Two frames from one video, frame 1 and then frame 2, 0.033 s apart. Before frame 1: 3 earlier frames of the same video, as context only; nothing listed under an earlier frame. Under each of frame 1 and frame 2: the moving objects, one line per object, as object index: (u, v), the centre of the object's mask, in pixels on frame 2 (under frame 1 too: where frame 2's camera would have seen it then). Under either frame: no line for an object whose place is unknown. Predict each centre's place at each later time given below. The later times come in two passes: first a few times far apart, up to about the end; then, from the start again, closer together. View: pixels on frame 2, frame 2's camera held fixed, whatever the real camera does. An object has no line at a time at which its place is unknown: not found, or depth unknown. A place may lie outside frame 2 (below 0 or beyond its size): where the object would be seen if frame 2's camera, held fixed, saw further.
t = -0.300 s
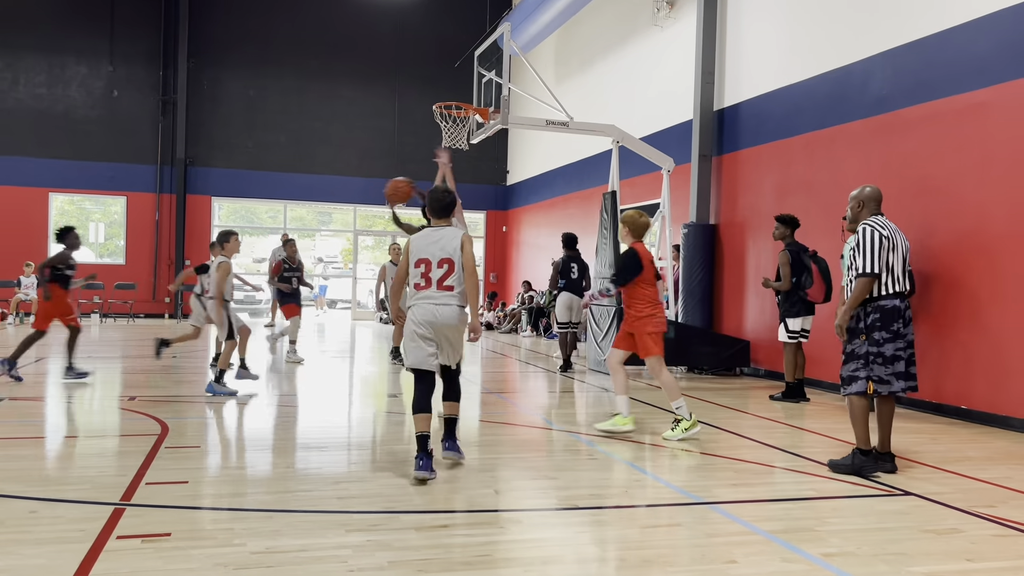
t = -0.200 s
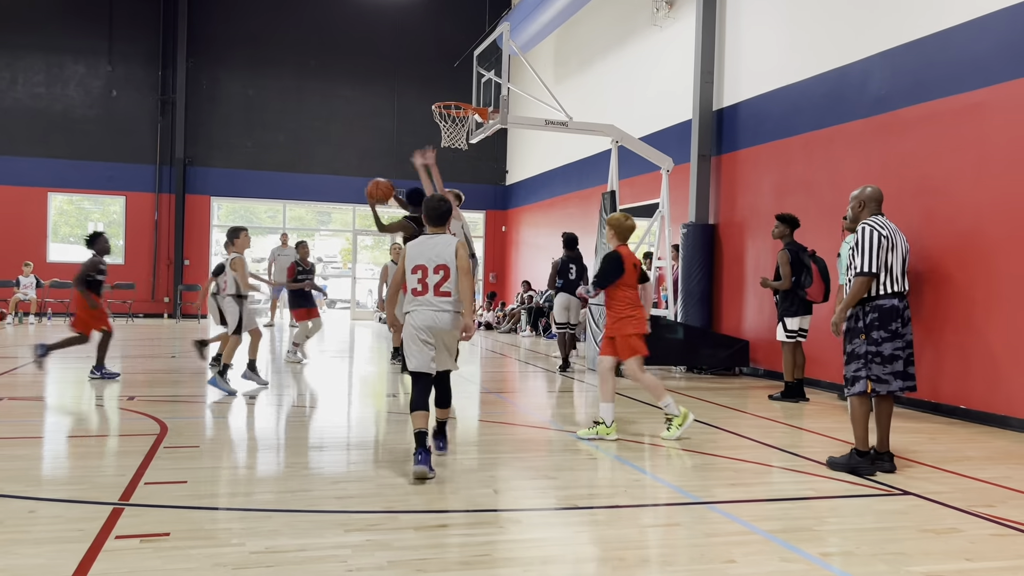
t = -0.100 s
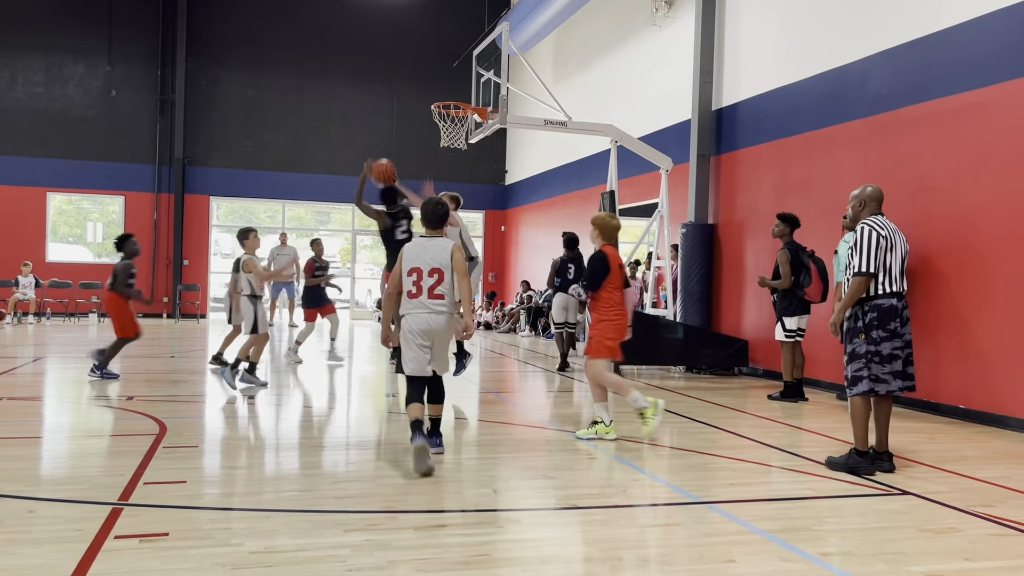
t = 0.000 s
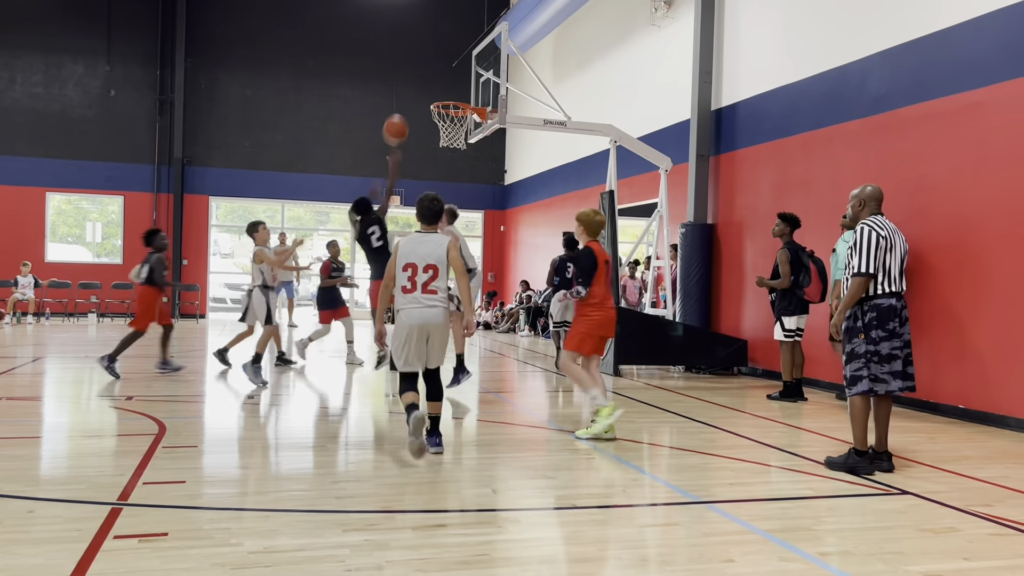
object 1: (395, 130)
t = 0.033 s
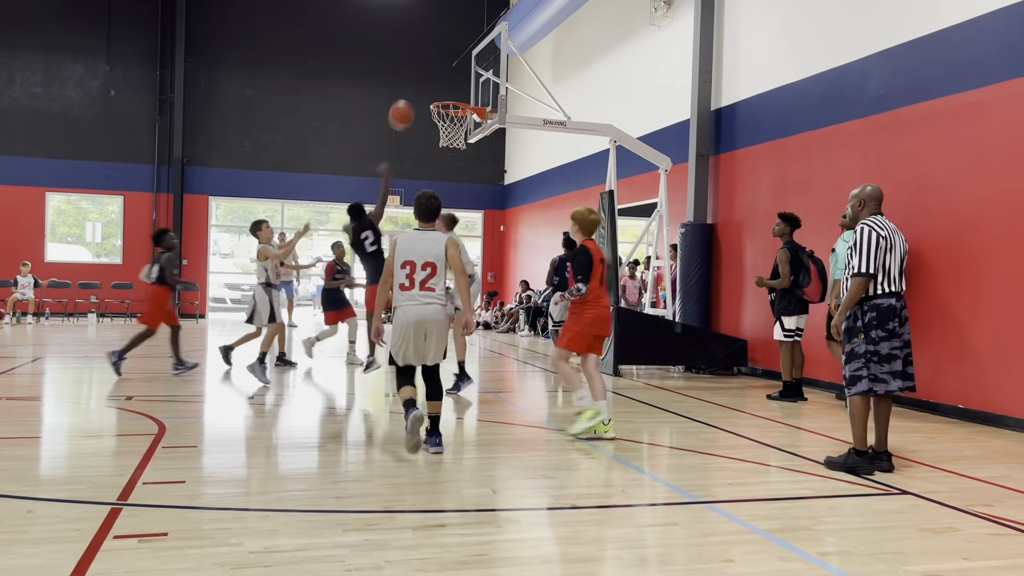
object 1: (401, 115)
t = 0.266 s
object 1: (438, 52)
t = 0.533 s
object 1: (473, 51)
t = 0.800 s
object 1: (446, 89)
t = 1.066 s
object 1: (432, 85)
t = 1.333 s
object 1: (414, 102)
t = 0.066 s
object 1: (407, 102)
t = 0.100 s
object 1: (412, 91)
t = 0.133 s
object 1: (418, 80)
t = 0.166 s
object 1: (423, 71)
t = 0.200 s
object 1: (428, 64)
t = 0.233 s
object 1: (433, 58)
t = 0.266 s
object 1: (438, 52)
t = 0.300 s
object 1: (443, 49)
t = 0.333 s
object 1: (448, 46)
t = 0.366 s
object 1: (452, 44)
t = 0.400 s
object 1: (457, 43)
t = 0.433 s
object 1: (461, 44)
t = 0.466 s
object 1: (465, 45)
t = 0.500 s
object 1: (469, 47)
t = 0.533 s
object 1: (473, 51)
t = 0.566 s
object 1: (477, 55)
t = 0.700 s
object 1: (463, 71)
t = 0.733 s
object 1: (458, 76)
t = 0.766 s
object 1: (452, 82)
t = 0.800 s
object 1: (446, 89)
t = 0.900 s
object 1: (437, 92)
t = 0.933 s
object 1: (436, 89)
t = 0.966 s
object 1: (435, 87)
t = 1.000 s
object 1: (434, 85)
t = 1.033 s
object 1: (433, 85)
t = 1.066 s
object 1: (432, 85)
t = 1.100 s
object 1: (431, 87)
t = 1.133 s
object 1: (430, 89)
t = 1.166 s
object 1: (429, 93)
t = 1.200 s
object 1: (426, 94)
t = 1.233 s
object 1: (423, 95)
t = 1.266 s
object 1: (420, 96)
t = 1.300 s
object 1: (417, 99)
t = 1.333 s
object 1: (414, 102)
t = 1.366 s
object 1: (410, 107)
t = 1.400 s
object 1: (407, 112)
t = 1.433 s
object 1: (404, 119)
